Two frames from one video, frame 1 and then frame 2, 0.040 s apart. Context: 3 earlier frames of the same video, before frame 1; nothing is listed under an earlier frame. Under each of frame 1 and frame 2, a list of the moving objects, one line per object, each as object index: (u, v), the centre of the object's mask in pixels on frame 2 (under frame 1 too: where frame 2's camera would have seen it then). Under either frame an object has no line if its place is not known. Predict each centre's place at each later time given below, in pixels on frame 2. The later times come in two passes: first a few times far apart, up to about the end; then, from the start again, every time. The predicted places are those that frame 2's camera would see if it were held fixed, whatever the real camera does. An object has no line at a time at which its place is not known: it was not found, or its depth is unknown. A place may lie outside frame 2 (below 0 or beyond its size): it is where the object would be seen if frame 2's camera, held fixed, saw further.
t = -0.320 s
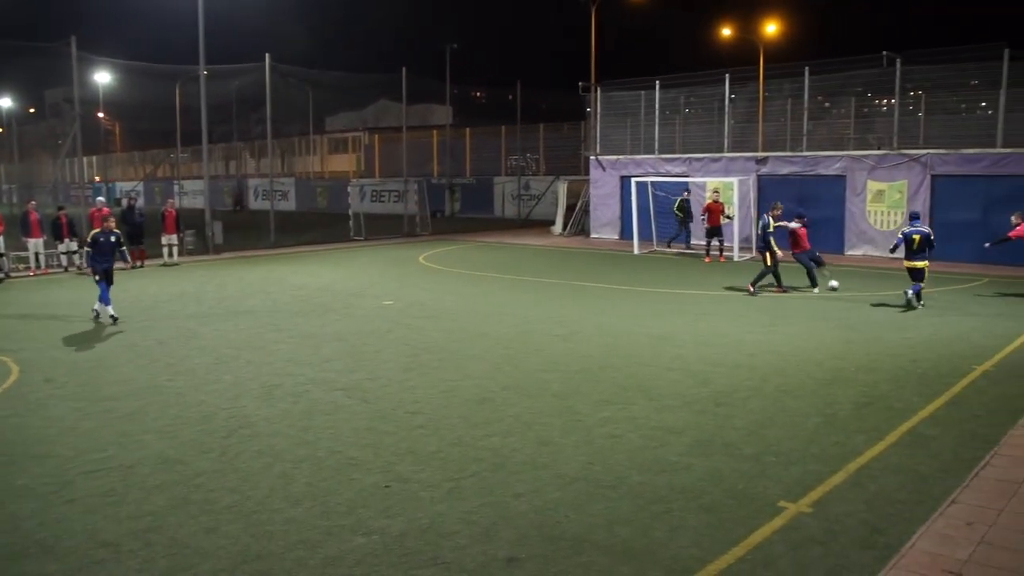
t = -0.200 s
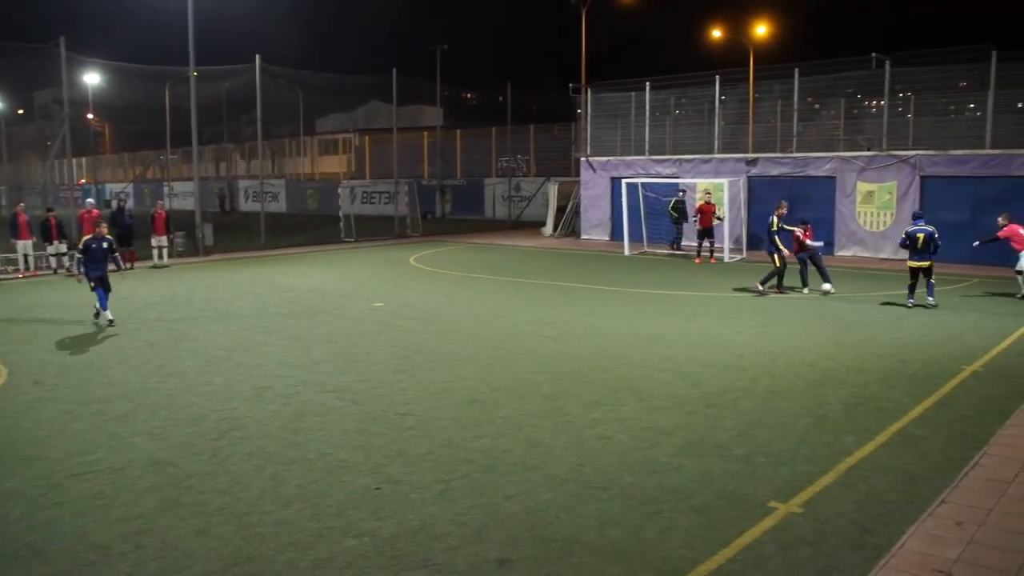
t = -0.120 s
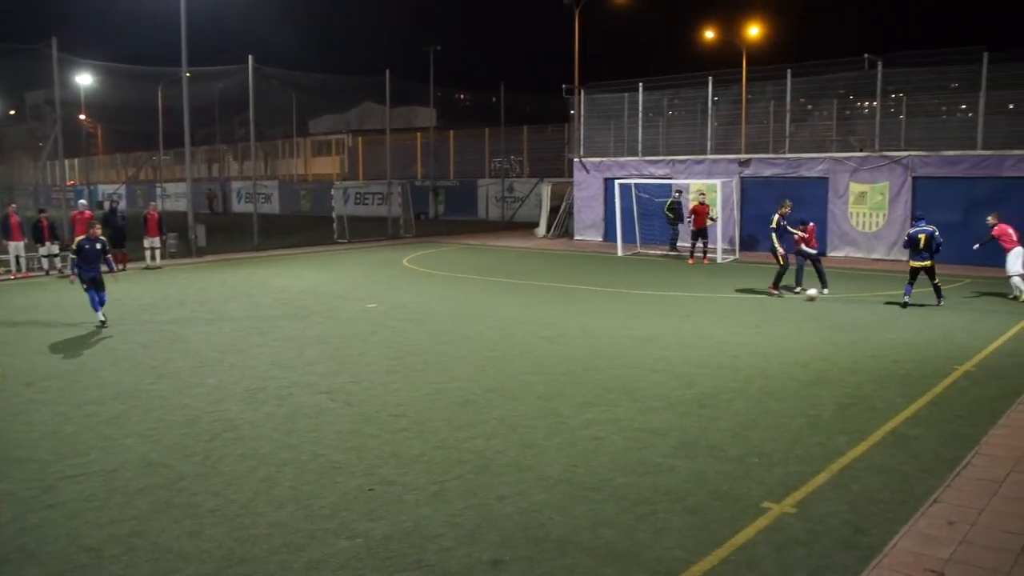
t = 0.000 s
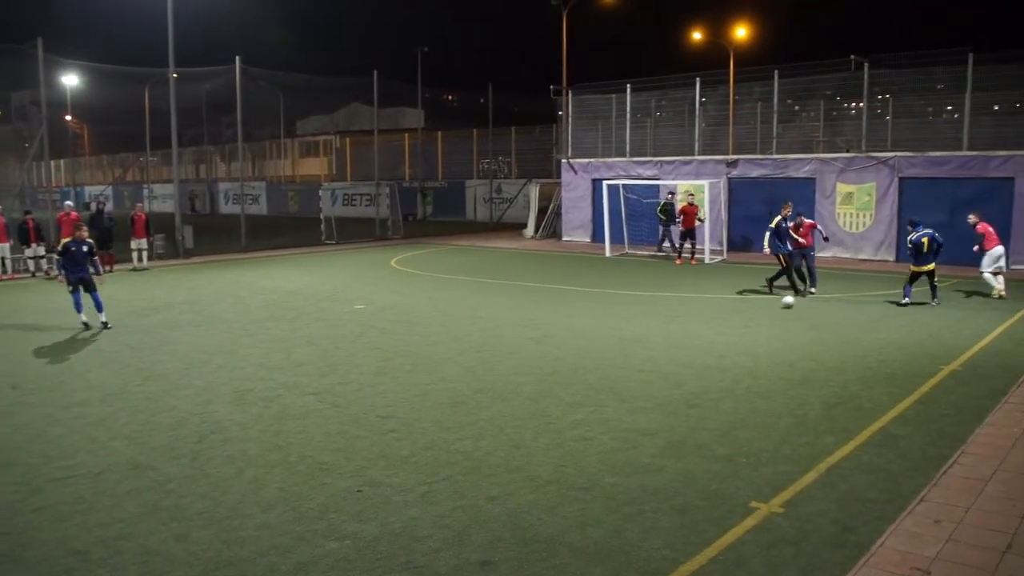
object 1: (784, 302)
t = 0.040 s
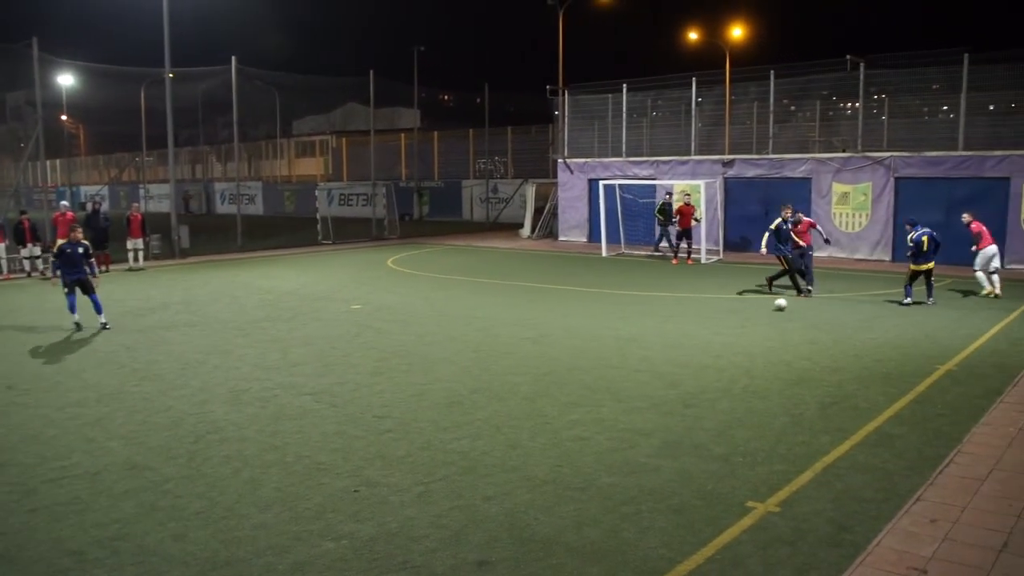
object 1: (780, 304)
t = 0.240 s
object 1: (764, 313)
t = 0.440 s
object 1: (749, 325)
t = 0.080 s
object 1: (777, 305)
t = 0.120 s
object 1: (774, 307)
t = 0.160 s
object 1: (770, 310)
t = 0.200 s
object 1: (766, 312)
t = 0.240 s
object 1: (764, 313)
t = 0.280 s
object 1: (761, 315)
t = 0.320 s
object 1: (757, 318)
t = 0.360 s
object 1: (755, 321)
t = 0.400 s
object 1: (752, 323)
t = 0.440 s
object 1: (749, 325)
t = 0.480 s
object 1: (746, 327)
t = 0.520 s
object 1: (743, 330)
